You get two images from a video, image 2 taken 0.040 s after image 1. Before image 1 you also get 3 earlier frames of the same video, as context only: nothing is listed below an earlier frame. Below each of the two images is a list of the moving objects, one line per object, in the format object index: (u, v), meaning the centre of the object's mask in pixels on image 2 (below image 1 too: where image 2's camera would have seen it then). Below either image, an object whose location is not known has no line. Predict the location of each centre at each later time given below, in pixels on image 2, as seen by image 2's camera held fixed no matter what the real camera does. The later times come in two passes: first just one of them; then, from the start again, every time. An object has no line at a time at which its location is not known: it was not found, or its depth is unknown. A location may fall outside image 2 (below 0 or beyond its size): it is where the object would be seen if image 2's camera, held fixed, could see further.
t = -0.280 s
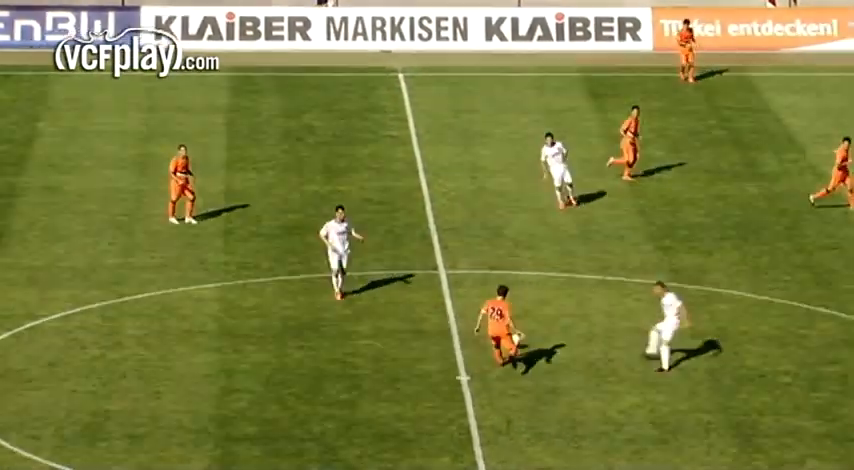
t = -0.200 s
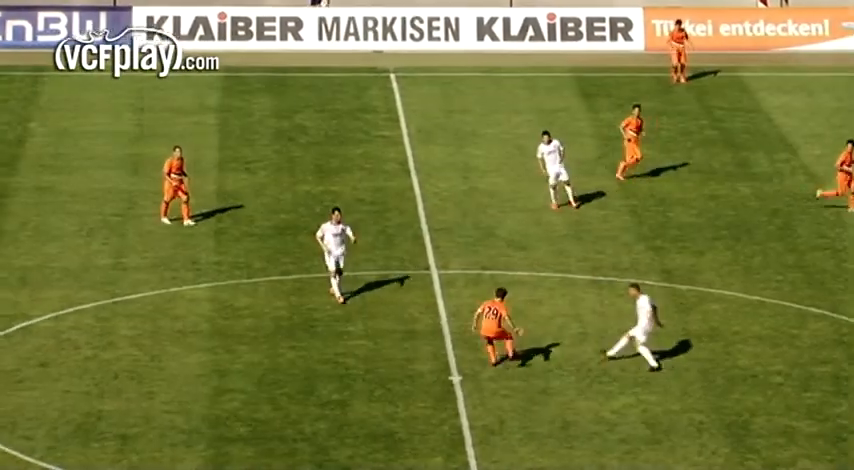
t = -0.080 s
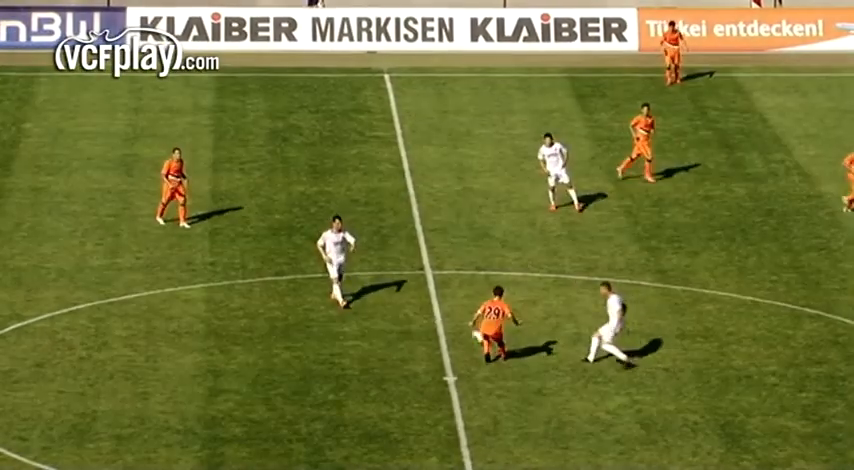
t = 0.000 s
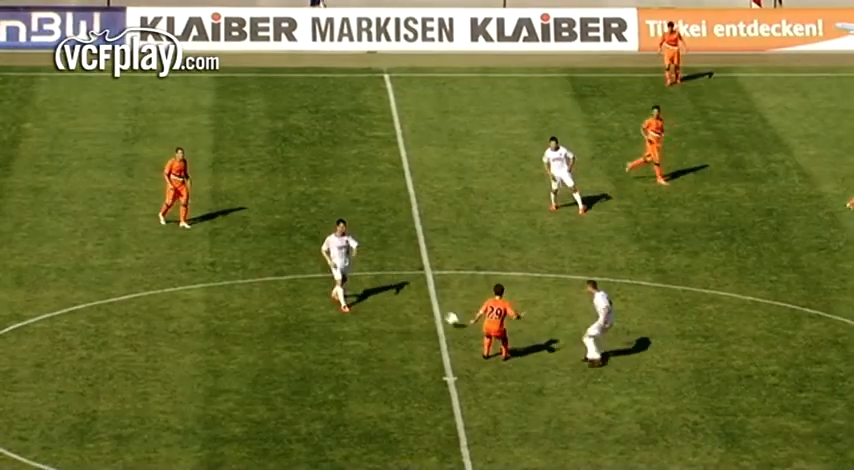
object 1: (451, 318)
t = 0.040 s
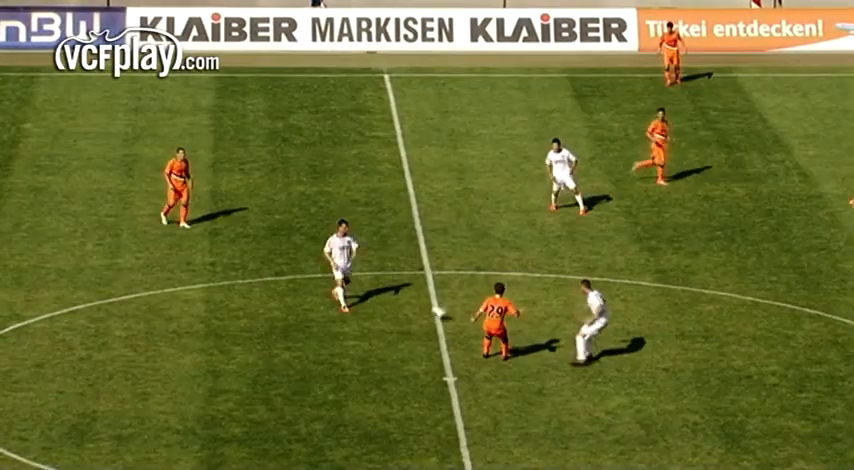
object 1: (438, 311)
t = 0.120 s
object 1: (411, 301)
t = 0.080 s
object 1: (425, 306)
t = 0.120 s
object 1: (411, 301)
